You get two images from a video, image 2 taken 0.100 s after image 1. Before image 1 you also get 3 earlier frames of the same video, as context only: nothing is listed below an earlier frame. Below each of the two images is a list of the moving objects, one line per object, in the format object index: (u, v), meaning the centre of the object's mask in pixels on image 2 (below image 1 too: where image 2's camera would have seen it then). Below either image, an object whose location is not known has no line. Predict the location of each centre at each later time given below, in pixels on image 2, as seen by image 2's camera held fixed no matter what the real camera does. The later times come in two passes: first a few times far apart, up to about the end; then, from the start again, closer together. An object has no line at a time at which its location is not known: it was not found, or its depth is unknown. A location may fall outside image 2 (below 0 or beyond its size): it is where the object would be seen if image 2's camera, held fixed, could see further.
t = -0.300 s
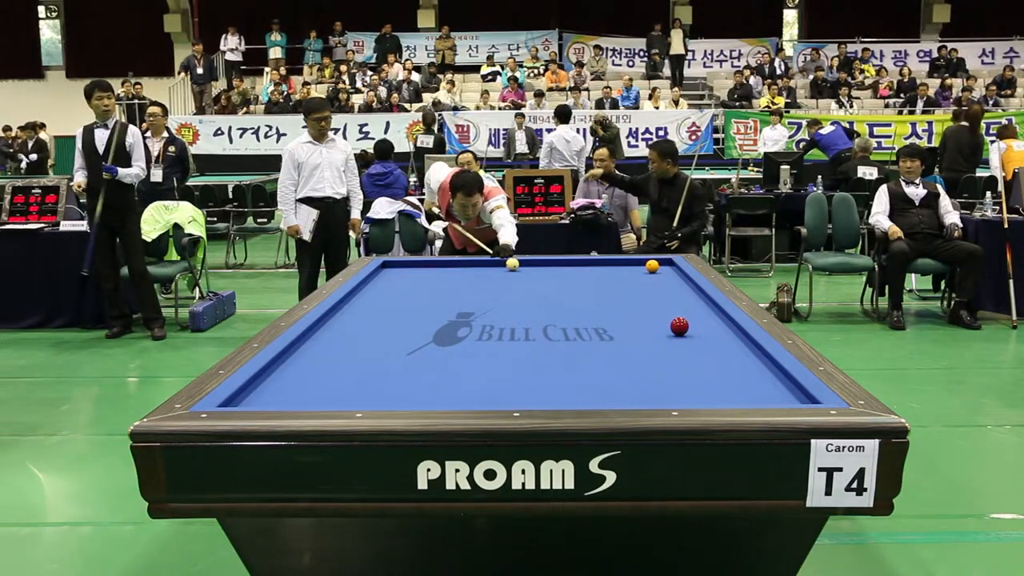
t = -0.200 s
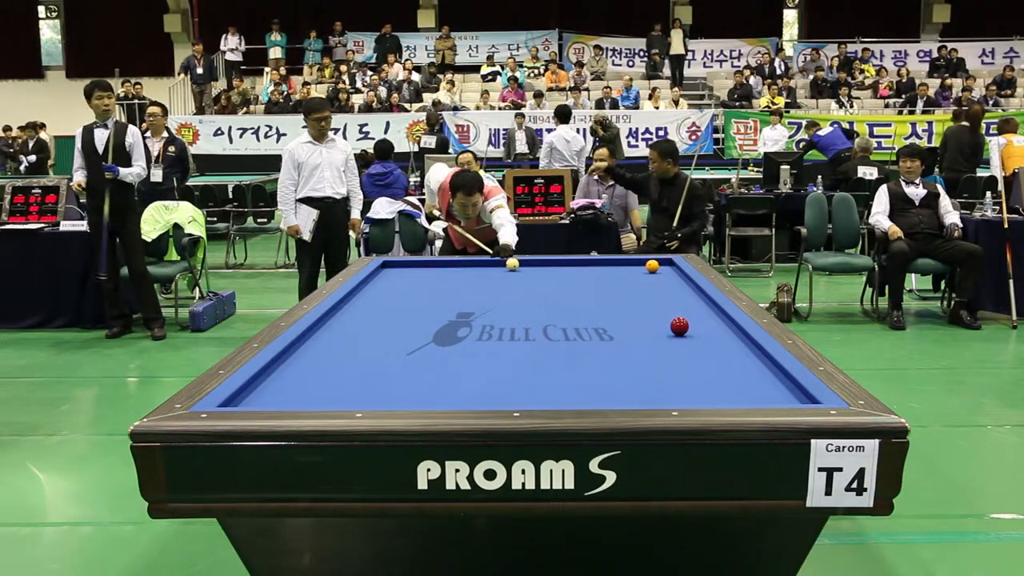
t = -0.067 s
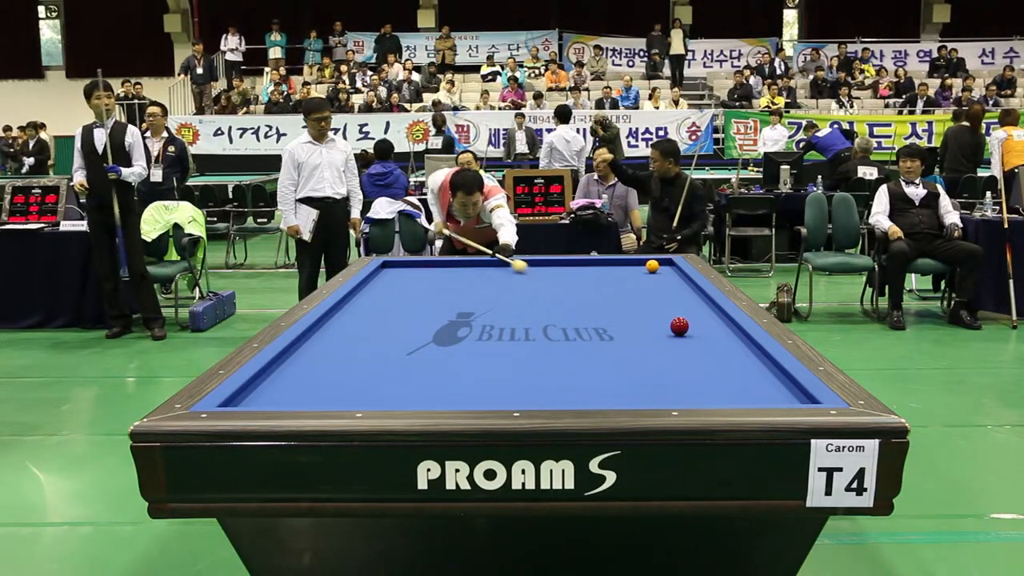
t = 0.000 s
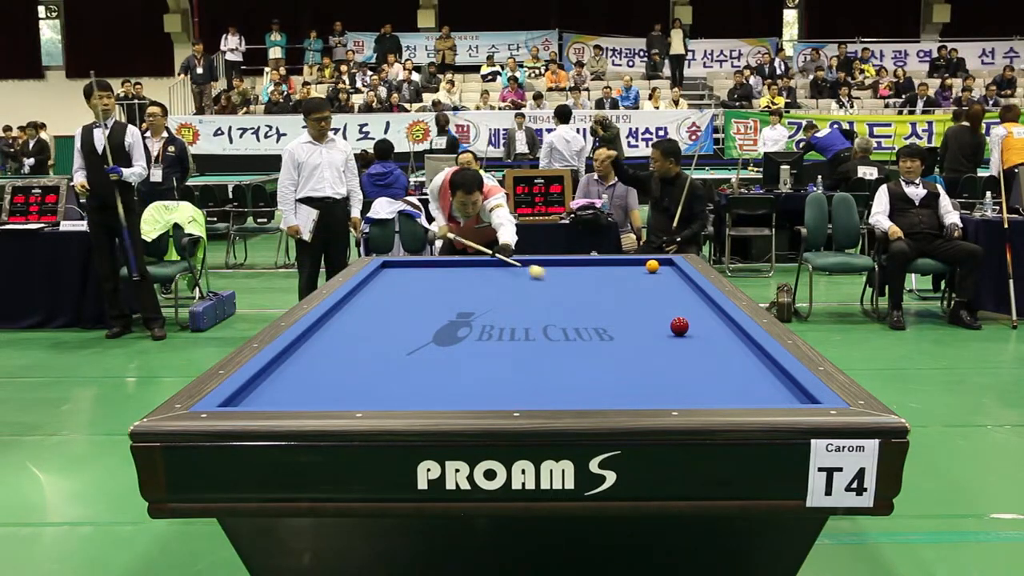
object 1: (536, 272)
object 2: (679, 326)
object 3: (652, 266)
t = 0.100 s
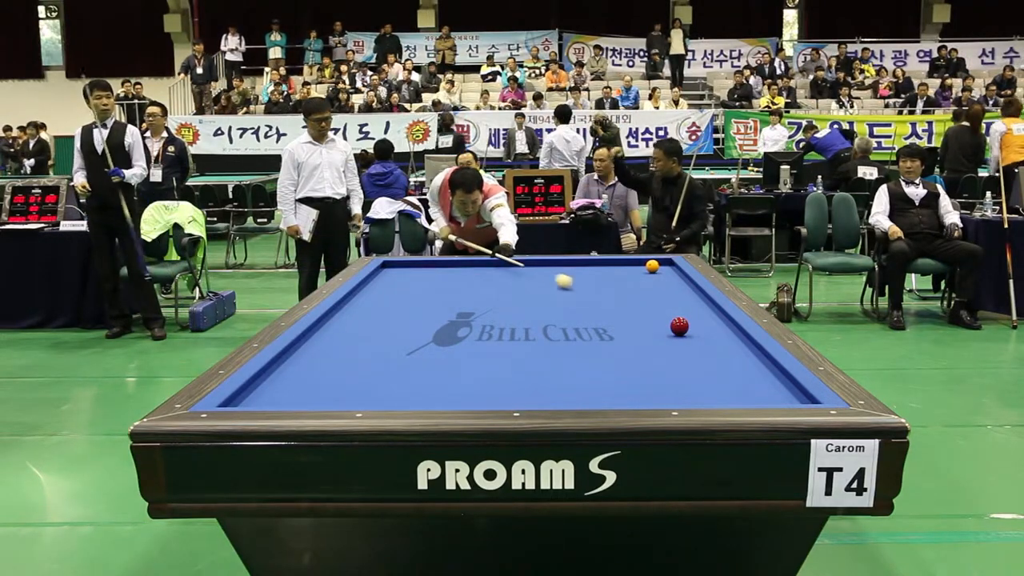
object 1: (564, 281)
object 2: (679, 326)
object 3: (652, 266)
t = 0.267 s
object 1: (615, 299)
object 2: (679, 326)
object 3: (652, 266)
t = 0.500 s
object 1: (711, 324)
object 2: (676, 334)
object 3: (652, 266)
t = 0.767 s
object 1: (656, 337)
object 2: (660, 376)
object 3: (652, 266)
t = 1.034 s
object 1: (577, 356)
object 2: (637, 391)
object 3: (652, 266)
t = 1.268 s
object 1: (507, 379)
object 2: (616, 367)
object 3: (652, 266)
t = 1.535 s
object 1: (412, 400)
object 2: (596, 348)
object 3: (652, 266)
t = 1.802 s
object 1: (336, 383)
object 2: (579, 332)
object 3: (652, 266)
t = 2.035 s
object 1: (277, 371)
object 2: (566, 320)
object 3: (652, 266)
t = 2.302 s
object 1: (331, 356)
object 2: (553, 308)
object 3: (652, 266)
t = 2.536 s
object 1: (376, 345)
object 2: (543, 299)
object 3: (652, 266)
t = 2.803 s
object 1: (422, 334)
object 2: (534, 290)
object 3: (652, 266)
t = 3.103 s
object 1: (468, 322)
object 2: (524, 281)
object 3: (652, 266)
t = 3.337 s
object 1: (500, 315)
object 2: (517, 275)
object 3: (652, 266)
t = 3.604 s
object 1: (533, 307)
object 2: (510, 268)
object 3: (652, 266)
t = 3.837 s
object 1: (559, 300)
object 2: (505, 263)
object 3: (652, 266)
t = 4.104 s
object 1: (586, 294)
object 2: (500, 263)
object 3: (652, 266)
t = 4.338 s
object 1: (608, 289)
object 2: (496, 266)
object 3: (652, 266)
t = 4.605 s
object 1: (631, 283)
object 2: (492, 270)
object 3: (652, 266)
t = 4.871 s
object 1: (652, 278)
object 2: (487, 273)
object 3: (652, 265)
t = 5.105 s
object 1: (669, 274)
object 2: (483, 276)
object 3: (652, 266)
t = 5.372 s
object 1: (669, 270)
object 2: (479, 280)
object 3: (652, 266)
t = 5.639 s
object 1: (660, 268)
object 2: (474, 284)
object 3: (648, 265)
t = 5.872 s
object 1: (660, 267)
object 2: (470, 287)
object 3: (640, 264)
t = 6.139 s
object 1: (659, 266)
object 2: (465, 291)
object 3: (632, 262)
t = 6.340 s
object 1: (659, 265)
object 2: (461, 294)
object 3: (626, 261)
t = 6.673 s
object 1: (658, 265)
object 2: (455, 299)
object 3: (618, 260)
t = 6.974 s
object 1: (658, 264)
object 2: (450, 303)
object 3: (613, 261)
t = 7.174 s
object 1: (658, 264)
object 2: (446, 306)
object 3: (611, 261)
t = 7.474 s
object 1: (658, 264)
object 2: (440, 310)
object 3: (607, 262)
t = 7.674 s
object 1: (658, 263)
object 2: (436, 314)
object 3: (605, 263)
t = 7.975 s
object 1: (658, 263)
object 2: (431, 318)
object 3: (602, 263)
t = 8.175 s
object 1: (658, 263)
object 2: (427, 321)
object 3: (601, 264)
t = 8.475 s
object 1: (658, 263)
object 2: (422, 326)
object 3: (599, 264)
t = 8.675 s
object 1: (658, 263)
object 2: (418, 328)
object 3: (598, 264)
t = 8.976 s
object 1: (658, 263)
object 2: (413, 333)
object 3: (597, 265)
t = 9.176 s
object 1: (658, 263)
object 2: (409, 336)
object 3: (596, 265)
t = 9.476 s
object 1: (658, 263)
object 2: (404, 340)
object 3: (595, 265)
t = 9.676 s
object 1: (658, 263)
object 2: (401, 343)
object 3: (595, 265)
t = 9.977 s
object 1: (658, 263)
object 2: (396, 347)
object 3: (595, 265)
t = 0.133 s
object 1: (573, 285)
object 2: (679, 326)
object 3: (652, 266)
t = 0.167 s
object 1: (583, 288)
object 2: (679, 326)
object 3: (652, 266)
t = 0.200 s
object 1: (593, 291)
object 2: (679, 326)
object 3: (652, 266)
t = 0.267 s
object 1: (615, 299)
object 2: (679, 326)
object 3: (652, 266)
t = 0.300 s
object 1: (626, 303)
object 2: (679, 326)
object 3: (652, 266)
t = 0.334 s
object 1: (638, 307)
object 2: (679, 326)
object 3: (652, 266)
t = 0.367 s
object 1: (651, 312)
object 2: (679, 326)
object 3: (652, 266)
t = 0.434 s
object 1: (677, 316)
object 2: (679, 326)
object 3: (652, 266)
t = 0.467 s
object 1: (695, 322)
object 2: (678, 330)
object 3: (652, 266)
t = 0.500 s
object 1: (711, 324)
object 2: (676, 334)
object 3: (652, 266)
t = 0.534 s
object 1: (726, 324)
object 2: (674, 339)
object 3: (652, 266)
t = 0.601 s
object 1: (711, 327)
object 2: (670, 349)
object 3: (652, 266)
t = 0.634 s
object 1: (699, 329)
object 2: (668, 354)
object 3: (652, 266)
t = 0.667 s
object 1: (688, 331)
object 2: (666, 360)
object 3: (652, 266)
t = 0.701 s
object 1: (677, 333)
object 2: (664, 365)
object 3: (652, 266)
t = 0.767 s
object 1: (656, 337)
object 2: (660, 376)
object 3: (652, 266)
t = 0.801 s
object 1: (645, 339)
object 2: (658, 382)
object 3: (652, 266)
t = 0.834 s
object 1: (635, 341)
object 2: (656, 388)
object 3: (652, 266)
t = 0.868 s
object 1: (625, 344)
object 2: (653, 393)
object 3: (652, 266)
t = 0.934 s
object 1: (606, 348)
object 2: (649, 399)
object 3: (652, 266)
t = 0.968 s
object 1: (596, 351)
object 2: (645, 397)
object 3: (652, 266)
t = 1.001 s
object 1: (586, 353)
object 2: (641, 394)
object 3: (652, 266)
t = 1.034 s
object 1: (577, 356)
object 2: (637, 391)
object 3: (652, 266)
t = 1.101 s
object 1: (558, 362)
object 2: (631, 383)
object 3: (652, 266)
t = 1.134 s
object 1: (548, 366)
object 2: (628, 379)
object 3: (652, 266)
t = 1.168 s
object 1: (538, 369)
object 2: (624, 376)
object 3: (652, 266)
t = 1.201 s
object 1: (528, 372)
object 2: (621, 373)
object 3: (652, 266)
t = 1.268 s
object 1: (507, 379)
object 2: (616, 367)
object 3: (652, 266)
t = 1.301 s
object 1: (495, 382)
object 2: (613, 364)
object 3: (652, 266)
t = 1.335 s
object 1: (485, 386)
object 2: (610, 362)
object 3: (652, 266)
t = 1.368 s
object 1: (473, 389)
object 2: (608, 360)
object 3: (652, 266)
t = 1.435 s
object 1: (450, 395)
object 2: (603, 355)
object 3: (652, 266)
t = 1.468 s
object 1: (436, 398)
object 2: (600, 353)
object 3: (652, 266)
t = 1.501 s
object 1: (424, 401)
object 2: (598, 351)
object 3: (652, 266)
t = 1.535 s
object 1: (412, 400)
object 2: (596, 348)
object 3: (652, 266)
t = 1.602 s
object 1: (392, 395)
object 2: (591, 344)
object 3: (652, 266)
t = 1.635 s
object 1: (382, 394)
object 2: (589, 342)
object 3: (652, 266)
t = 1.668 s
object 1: (372, 391)
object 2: (587, 340)
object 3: (652, 266)
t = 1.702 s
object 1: (363, 389)
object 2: (585, 338)
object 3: (652, 266)
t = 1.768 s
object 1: (345, 385)
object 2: (580, 334)
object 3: (652, 266)
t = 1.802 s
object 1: (336, 383)
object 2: (579, 332)
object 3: (652, 266)
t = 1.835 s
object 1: (327, 381)
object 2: (577, 330)
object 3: (652, 266)
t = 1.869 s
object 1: (318, 379)
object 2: (575, 329)
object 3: (652, 266)
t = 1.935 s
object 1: (302, 376)
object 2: (571, 325)
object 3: (652, 266)
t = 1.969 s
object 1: (293, 374)
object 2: (569, 324)
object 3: (652, 266)
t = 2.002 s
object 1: (285, 372)
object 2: (568, 322)
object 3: (652, 266)
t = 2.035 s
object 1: (277, 371)
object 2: (566, 320)
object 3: (652, 266)
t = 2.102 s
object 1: (283, 367)
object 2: (562, 317)
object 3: (652, 266)
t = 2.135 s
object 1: (292, 365)
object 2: (561, 316)
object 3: (652, 266)
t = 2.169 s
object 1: (302, 363)
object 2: (559, 314)
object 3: (652, 266)
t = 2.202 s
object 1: (310, 361)
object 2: (558, 313)
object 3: (652, 266)
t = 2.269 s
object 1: (324, 358)
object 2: (555, 310)
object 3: (652, 266)
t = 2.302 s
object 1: (331, 356)
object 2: (553, 308)
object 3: (652, 266)
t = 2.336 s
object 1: (337, 355)
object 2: (552, 307)
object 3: (652, 266)
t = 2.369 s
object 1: (344, 353)
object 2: (550, 306)
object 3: (652, 266)
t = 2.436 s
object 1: (357, 350)
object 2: (547, 303)
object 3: (652, 266)
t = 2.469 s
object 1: (363, 348)
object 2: (546, 302)
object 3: (652, 266)
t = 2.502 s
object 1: (370, 347)
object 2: (545, 301)
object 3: (652, 266)
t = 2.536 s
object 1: (376, 345)
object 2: (543, 299)
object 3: (652, 266)
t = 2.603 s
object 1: (388, 342)
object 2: (541, 297)
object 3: (652, 266)
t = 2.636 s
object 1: (394, 341)
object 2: (540, 296)
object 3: (652, 266)
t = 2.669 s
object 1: (399, 339)
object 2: (538, 294)
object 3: (652, 266)
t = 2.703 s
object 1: (405, 338)
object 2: (537, 293)
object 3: (652, 266)
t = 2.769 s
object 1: (416, 335)
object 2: (535, 291)
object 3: (652, 266)
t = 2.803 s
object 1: (422, 334)
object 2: (534, 290)
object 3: (652, 266)
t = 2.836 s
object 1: (427, 333)
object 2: (532, 289)
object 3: (652, 266)
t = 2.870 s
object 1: (431, 331)
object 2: (531, 288)
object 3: (652, 266)
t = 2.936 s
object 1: (442, 329)
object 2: (529, 286)
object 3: (652, 266)
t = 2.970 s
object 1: (448, 328)
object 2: (528, 285)
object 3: (652, 266)
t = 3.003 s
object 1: (452, 327)
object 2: (527, 284)
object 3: (652, 266)
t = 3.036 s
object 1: (458, 325)
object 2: (526, 283)
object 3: (652, 266)
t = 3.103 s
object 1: (468, 322)
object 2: (524, 281)
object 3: (652, 266)
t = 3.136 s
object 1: (473, 322)
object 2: (523, 280)
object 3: (652, 266)
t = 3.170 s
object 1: (477, 321)
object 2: (522, 279)
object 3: (652, 266)
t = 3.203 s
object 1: (481, 319)
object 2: (521, 278)
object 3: (652, 266)
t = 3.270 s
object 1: (490, 317)
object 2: (519, 276)
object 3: (652, 266)
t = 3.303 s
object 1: (495, 316)
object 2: (518, 275)
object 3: (652, 266)
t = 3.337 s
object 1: (500, 315)
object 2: (517, 275)
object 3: (652, 266)
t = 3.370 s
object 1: (503, 314)
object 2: (516, 274)
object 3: (652, 266)
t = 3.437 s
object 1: (512, 312)
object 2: (514, 272)
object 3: (652, 266)
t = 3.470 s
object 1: (516, 311)
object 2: (514, 271)
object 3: (652, 266)
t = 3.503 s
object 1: (521, 310)
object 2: (513, 271)
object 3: (652, 266)
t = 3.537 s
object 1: (525, 309)
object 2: (512, 270)
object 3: (652, 266)
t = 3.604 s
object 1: (533, 307)
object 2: (510, 268)
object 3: (652, 266)
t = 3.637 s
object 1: (536, 306)
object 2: (509, 267)
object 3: (652, 266)
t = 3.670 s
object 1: (540, 305)
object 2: (508, 267)
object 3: (652, 266)
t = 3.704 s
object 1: (544, 304)
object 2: (508, 266)
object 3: (652, 266)
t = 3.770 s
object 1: (551, 302)
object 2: (506, 265)
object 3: (652, 266)
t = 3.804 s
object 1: (555, 301)
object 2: (506, 264)
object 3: (652, 266)
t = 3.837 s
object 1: (559, 300)
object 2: (505, 263)
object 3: (652, 266)
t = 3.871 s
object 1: (562, 300)
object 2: (504, 262)
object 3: (652, 266)
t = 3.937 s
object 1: (569, 298)
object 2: (503, 261)
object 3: (652, 266)
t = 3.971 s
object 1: (573, 297)
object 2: (502, 262)
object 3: (652, 266)
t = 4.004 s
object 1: (576, 296)
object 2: (502, 262)
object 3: (652, 266)
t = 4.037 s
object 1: (580, 296)
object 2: (501, 262)
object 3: (652, 266)
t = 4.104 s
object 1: (586, 294)
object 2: (500, 263)
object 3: (652, 266)
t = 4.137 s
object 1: (589, 293)
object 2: (500, 264)
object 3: (652, 266)
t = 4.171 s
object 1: (592, 292)
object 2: (499, 264)
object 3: (652, 266)
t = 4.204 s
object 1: (596, 292)
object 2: (498, 265)
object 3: (652, 266)
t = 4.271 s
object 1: (602, 290)
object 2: (497, 266)
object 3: (652, 266)
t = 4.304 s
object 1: (605, 289)
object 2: (497, 266)
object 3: (652, 266)
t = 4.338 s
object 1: (608, 289)
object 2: (496, 266)
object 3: (652, 266)
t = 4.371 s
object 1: (611, 288)
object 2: (495, 267)
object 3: (652, 266)
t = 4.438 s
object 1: (617, 286)
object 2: (494, 268)
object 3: (652, 266)
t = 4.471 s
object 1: (620, 286)
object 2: (494, 268)
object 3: (652, 266)
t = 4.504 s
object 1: (622, 285)
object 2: (494, 268)
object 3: (652, 266)
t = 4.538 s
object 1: (625, 284)
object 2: (493, 269)
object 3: (652, 266)
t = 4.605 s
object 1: (631, 283)
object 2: (492, 270)
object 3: (652, 266)
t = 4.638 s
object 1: (634, 282)
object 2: (491, 270)
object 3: (652, 266)
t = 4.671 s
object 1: (636, 282)
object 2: (490, 271)
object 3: (652, 266)
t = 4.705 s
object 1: (639, 281)
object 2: (490, 271)
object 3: (652, 266)
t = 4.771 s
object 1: (644, 280)
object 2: (489, 272)
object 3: (652, 266)
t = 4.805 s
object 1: (646, 279)
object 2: (488, 273)
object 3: (652, 266)
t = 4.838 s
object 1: (649, 279)
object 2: (488, 273)
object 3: (652, 265)
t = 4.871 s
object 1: (652, 278)
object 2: (487, 273)
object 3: (652, 265)
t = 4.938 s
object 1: (657, 277)
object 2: (486, 275)
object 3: (652, 265)
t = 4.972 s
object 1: (659, 276)
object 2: (485, 275)
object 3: (652, 265)
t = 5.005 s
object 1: (662, 275)
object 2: (485, 275)
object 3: (652, 265)
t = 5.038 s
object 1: (664, 275)
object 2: (484, 276)
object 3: (652, 266)
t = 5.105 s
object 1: (669, 274)
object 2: (483, 276)
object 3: (652, 266)
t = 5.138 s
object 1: (671, 273)
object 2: (483, 277)
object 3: (652, 266)
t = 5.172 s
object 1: (673, 272)
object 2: (482, 278)
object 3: (652, 266)
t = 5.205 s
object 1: (675, 272)
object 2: (481, 278)
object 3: (652, 266)
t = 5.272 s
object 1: (674, 271)
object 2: (480, 279)
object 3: (652, 266)
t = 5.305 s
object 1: (672, 271)
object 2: (480, 279)
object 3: (652, 266)
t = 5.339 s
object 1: (671, 270)
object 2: (479, 280)
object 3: (652, 266)
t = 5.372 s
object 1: (669, 270)
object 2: (479, 280)
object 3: (652, 266)
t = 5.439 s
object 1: (665, 269)
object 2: (477, 281)
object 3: (652, 266)
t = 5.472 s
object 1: (664, 269)
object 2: (477, 282)
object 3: (652, 266)
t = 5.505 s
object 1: (662, 268)
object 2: (476, 282)
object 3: (651, 266)
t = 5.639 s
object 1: (660, 268)
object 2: (474, 284)
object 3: (648, 265)
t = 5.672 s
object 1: (660, 268)
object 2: (473, 284)
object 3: (647, 265)
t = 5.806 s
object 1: (660, 267)
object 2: (471, 287)
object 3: (642, 264)
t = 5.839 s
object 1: (659, 267)
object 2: (470, 287)
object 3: (641, 264)
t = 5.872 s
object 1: (660, 267)
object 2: (470, 287)
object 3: (640, 264)
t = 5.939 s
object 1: (659, 266)
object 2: (468, 288)
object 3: (638, 263)
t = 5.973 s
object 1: (659, 266)
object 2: (468, 289)
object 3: (637, 263)
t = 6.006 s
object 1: (659, 266)
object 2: (467, 289)
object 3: (636, 263)
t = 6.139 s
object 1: (659, 266)
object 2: (465, 291)
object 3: (632, 262)
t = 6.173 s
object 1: (659, 266)
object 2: (464, 291)
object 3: (631, 262)
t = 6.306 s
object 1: (659, 265)
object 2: (462, 293)
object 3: (627, 261)
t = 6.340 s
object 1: (659, 265)
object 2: (461, 294)
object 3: (626, 261)
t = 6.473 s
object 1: (659, 265)
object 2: (459, 296)
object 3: (622, 260)
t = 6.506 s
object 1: (659, 265)
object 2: (458, 296)
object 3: (621, 260)
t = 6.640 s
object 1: (659, 265)
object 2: (456, 298)
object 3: (619, 260)
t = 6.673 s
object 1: (658, 265)
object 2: (455, 299)
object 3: (618, 260)
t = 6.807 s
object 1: (658, 265)
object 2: (452, 301)
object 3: (616, 261)
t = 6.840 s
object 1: (658, 264)
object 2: (452, 301)
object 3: (615, 261)
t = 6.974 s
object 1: (658, 264)
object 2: (450, 303)
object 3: (613, 261)
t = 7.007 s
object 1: (658, 264)
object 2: (449, 304)
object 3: (613, 261)
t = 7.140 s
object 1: (658, 264)
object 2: (446, 306)
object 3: (611, 262)
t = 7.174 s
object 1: (658, 264)
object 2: (446, 306)
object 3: (611, 261)
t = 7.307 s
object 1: (658, 264)
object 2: (443, 308)
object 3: (609, 262)
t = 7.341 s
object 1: (658, 264)
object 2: (443, 308)
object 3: (609, 262)
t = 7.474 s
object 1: (658, 264)
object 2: (440, 310)
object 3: (607, 262)
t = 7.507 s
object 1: (658, 264)
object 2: (439, 311)
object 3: (607, 262)
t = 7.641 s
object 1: (658, 263)
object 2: (437, 313)
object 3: (605, 263)
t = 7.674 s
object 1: (658, 263)
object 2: (436, 314)
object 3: (605, 263)
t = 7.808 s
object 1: (658, 263)
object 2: (434, 316)
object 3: (604, 263)
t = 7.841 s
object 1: (658, 263)
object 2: (433, 316)
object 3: (603, 263)
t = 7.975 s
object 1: (658, 263)
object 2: (431, 318)
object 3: (602, 263)
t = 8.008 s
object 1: (658, 263)
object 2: (430, 318)
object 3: (602, 263)
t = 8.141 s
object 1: (658, 263)
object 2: (428, 320)
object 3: (601, 264)
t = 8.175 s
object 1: (658, 263)
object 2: (427, 321)
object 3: (601, 264)
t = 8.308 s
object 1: (658, 263)
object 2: (425, 323)
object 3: (600, 264)
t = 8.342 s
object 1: (658, 263)
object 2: (424, 323)
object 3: (600, 264)
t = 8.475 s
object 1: (658, 263)
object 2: (422, 326)
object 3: (599, 264)
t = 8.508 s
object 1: (658, 263)
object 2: (421, 326)
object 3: (599, 264)
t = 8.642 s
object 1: (658, 263)
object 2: (419, 328)
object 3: (598, 264)
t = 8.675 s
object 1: (658, 263)
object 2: (418, 328)
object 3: (598, 264)
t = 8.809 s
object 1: (658, 263)
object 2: (416, 330)
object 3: (597, 264)
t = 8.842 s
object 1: (658, 263)
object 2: (415, 331)
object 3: (597, 264)
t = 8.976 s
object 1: (658, 263)
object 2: (413, 333)
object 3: (597, 265)
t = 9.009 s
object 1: (658, 263)
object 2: (412, 333)
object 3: (596, 265)
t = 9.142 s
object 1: (658, 263)
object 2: (410, 335)
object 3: (596, 265)
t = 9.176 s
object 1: (658, 263)
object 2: (409, 336)
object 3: (596, 265)
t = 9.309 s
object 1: (658, 263)
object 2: (407, 338)
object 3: (595, 265)
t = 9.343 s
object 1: (658, 263)
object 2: (406, 338)
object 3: (595, 265)
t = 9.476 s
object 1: (658, 263)
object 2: (404, 340)
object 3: (595, 265)
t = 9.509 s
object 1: (658, 263)
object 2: (404, 340)
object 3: (595, 265)
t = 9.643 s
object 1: (658, 263)
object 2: (402, 342)
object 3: (595, 265)
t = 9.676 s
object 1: (658, 263)
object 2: (401, 343)
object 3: (595, 265)
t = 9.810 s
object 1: (658, 263)
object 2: (399, 344)
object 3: (595, 265)
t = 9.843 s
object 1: (658, 263)
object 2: (398, 345)
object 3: (595, 265)
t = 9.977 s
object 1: (658, 263)
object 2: (396, 347)
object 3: (595, 265)
